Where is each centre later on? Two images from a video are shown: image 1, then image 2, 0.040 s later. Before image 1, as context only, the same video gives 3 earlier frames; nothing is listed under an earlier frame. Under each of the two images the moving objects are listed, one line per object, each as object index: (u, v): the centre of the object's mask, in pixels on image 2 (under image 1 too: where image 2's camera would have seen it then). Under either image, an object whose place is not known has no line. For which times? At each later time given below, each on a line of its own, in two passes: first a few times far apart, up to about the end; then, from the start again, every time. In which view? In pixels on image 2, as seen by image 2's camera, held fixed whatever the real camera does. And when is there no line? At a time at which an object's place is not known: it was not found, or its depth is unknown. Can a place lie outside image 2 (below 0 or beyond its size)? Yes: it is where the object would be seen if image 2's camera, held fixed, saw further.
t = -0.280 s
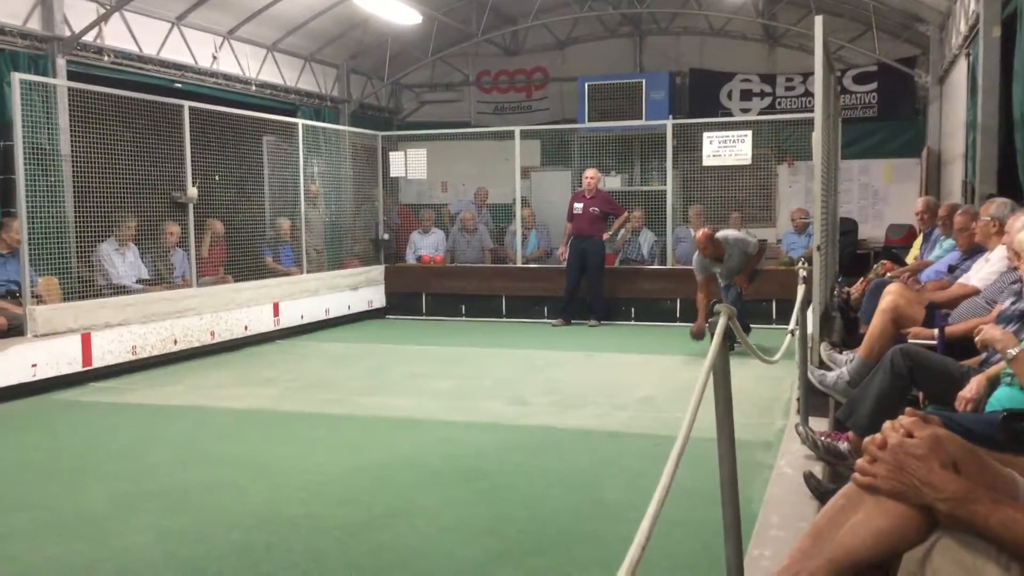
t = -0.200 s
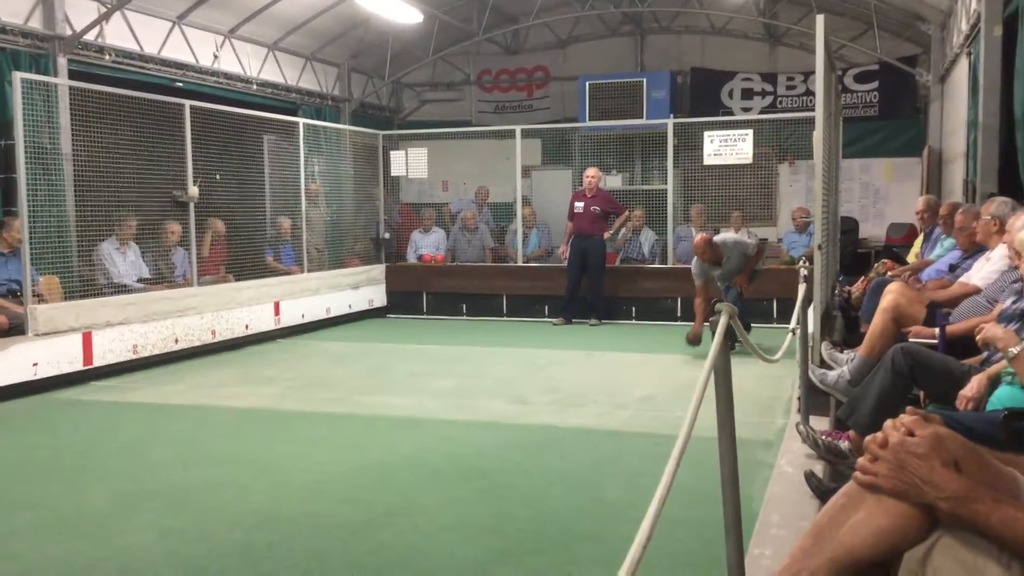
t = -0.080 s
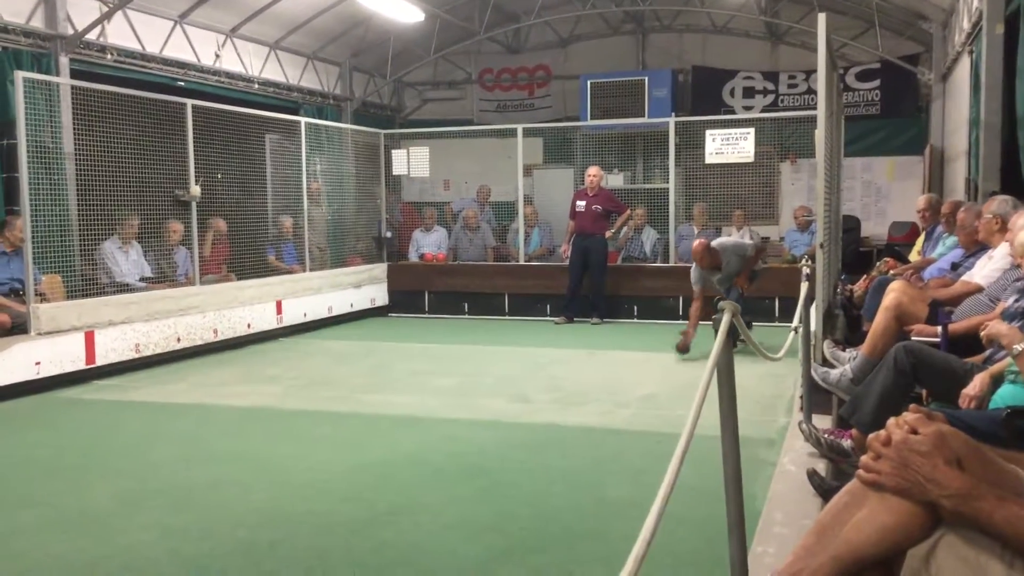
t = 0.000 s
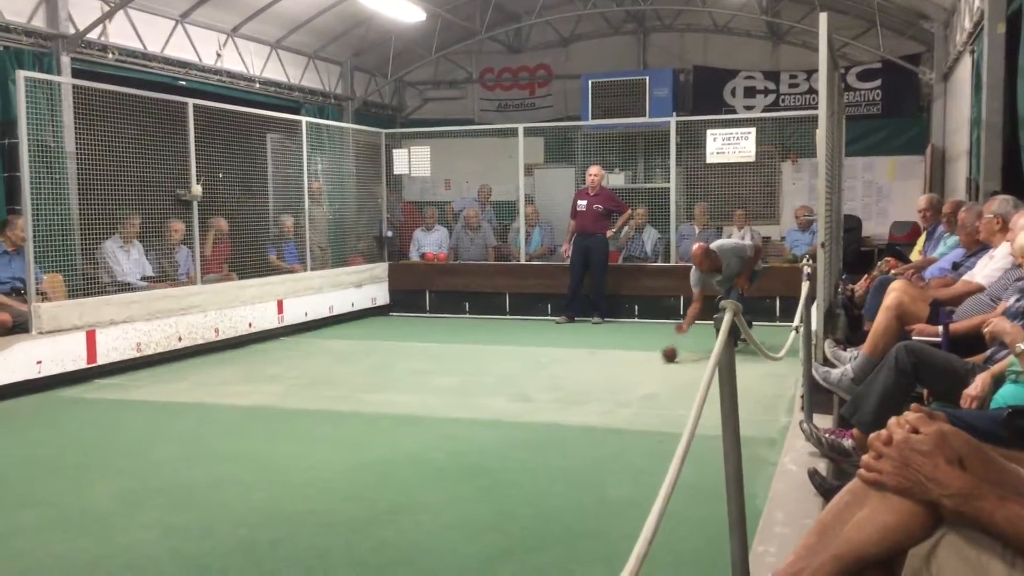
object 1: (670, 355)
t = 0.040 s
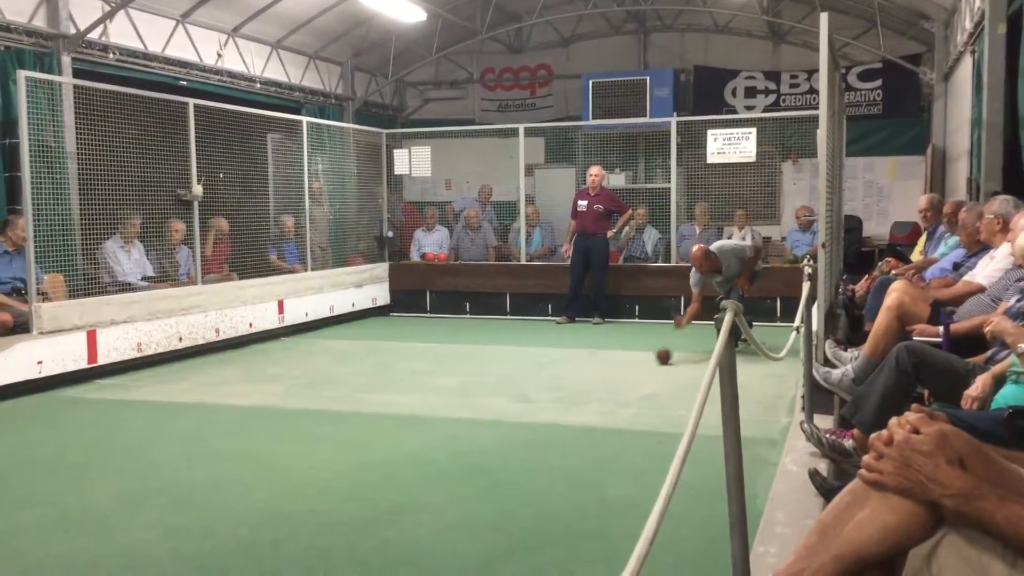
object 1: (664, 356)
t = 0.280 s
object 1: (621, 367)
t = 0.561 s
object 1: (567, 379)
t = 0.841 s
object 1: (505, 394)
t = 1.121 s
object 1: (433, 411)
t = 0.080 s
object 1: (657, 358)
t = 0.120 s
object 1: (649, 360)
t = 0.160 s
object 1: (643, 361)
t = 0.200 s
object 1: (635, 363)
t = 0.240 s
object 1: (629, 364)
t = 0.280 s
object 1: (621, 367)
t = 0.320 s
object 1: (614, 368)
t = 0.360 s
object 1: (606, 370)
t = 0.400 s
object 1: (599, 372)
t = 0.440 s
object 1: (591, 374)
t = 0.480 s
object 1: (583, 376)
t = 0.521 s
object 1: (575, 377)
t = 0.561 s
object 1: (567, 379)
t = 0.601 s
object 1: (559, 381)
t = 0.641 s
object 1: (550, 383)
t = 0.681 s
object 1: (541, 385)
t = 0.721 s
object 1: (532, 387)
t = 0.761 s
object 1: (523, 389)
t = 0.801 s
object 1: (514, 391)
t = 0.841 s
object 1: (505, 394)
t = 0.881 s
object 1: (495, 396)
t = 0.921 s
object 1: (485, 399)
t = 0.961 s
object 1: (475, 401)
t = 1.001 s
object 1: (465, 403)
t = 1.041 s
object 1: (454, 406)
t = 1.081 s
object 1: (444, 408)
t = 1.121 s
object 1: (433, 411)
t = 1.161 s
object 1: (422, 413)
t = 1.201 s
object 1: (410, 416)
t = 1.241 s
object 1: (398, 419)
